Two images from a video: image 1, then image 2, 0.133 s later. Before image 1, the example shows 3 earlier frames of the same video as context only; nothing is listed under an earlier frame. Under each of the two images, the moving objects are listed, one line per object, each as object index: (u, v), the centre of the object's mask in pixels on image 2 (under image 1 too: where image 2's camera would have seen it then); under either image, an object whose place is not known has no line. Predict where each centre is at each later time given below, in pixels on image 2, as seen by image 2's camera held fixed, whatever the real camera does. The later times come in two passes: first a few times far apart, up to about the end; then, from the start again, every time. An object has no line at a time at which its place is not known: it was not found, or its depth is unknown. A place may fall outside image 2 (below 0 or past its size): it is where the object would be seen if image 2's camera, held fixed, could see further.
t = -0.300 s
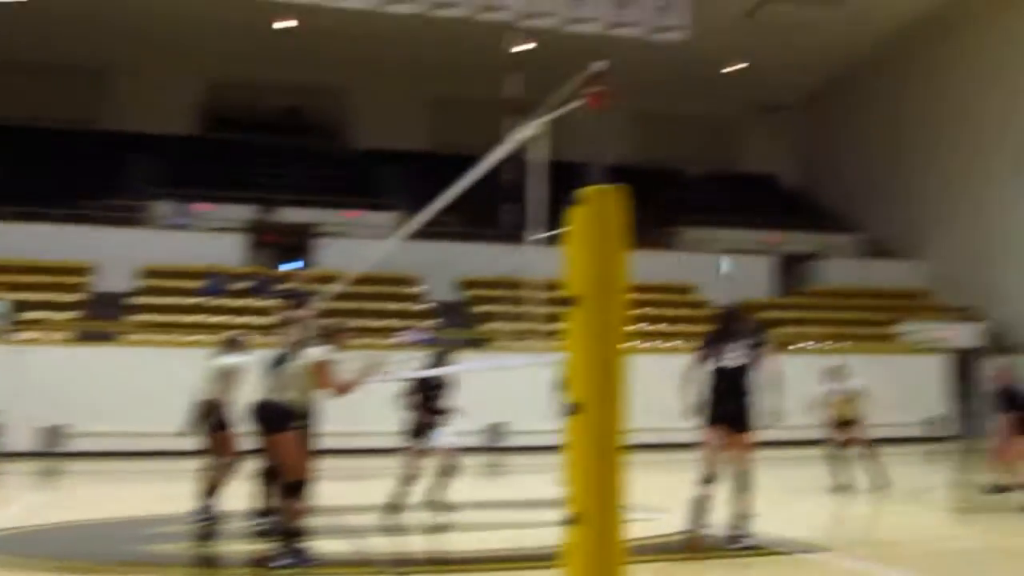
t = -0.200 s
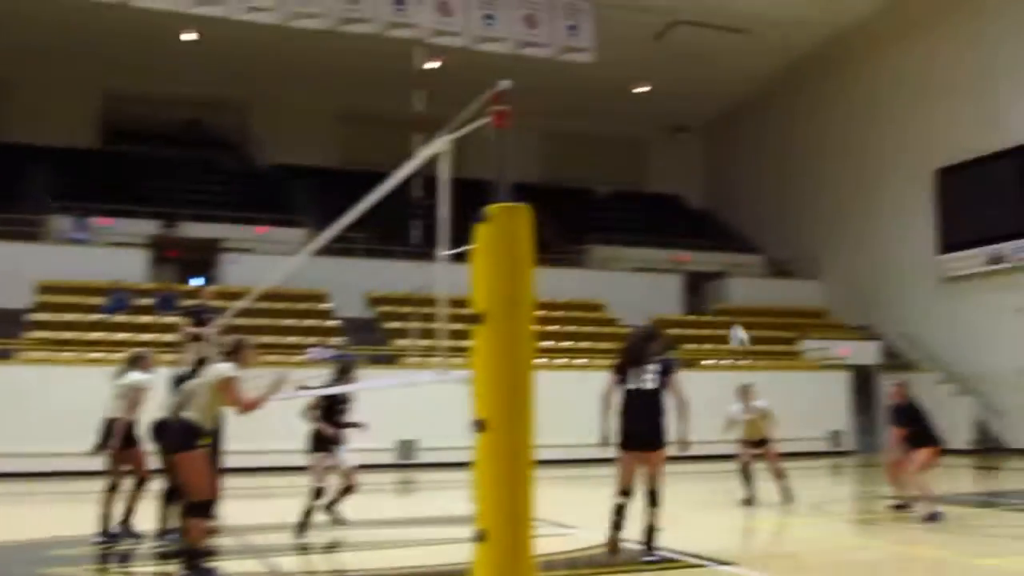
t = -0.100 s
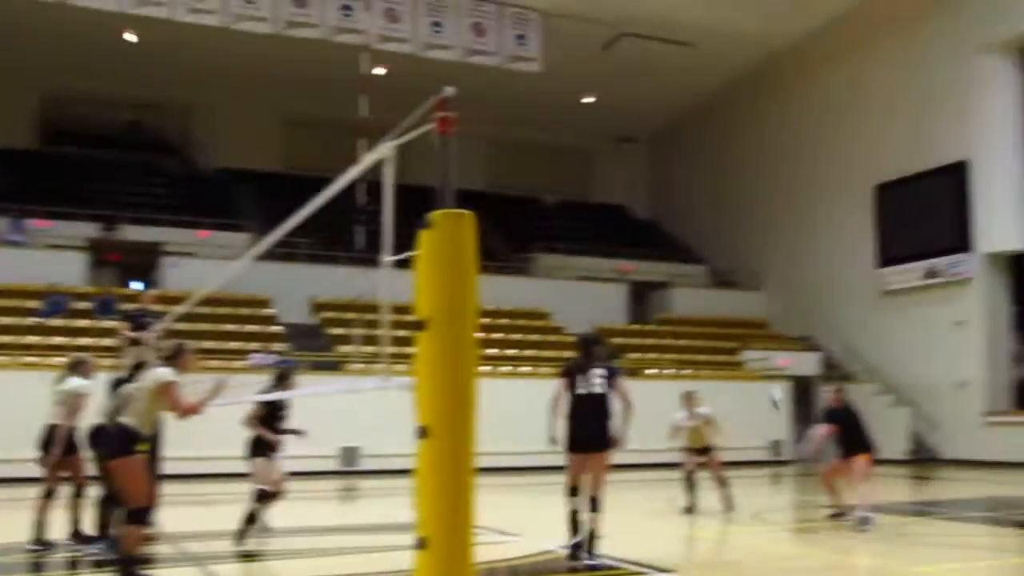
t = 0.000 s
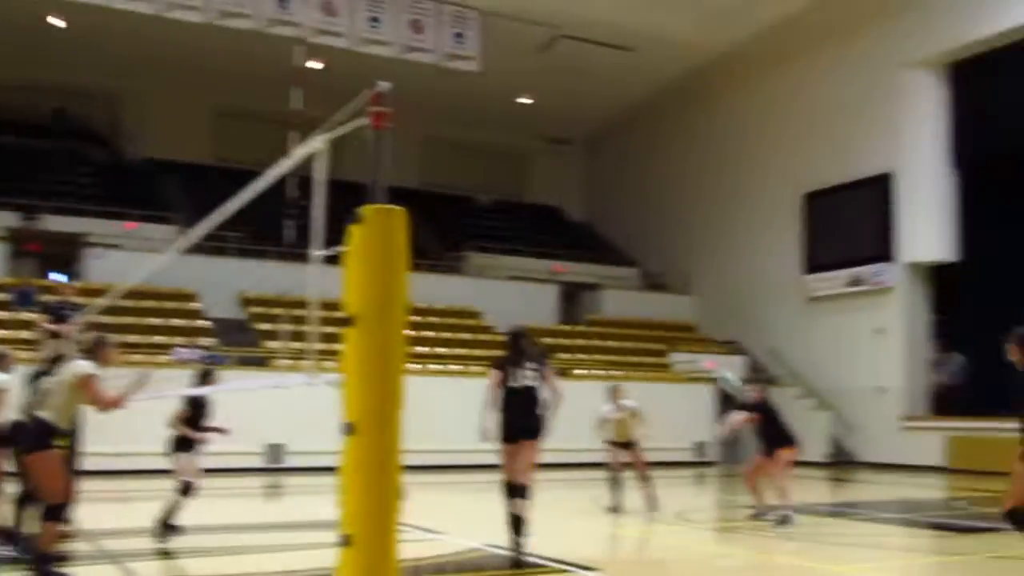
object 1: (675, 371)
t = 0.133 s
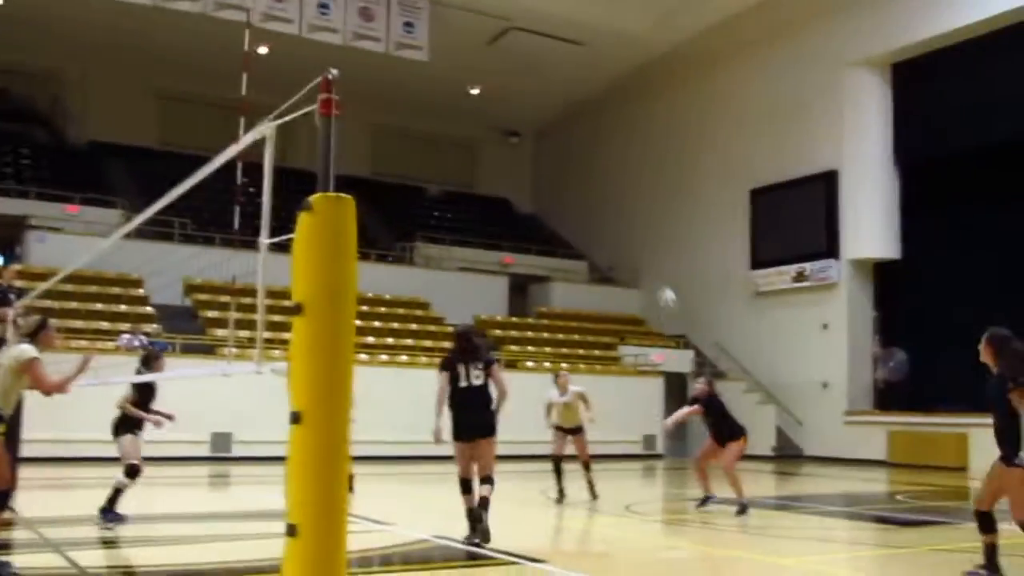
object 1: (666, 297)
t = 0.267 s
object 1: (656, 239)
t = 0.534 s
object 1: (639, 168)
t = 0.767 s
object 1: (625, 154)
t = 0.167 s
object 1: (663, 281)
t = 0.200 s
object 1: (661, 266)
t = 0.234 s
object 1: (659, 253)
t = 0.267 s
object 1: (656, 239)
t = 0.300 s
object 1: (654, 227)
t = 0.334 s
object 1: (652, 216)
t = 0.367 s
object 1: (650, 205)
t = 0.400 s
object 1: (648, 196)
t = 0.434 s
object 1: (645, 187)
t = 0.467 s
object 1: (643, 180)
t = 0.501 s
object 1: (641, 174)
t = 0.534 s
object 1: (639, 168)
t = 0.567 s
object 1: (636, 164)
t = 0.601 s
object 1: (634, 160)
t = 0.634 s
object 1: (632, 157)
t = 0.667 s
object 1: (630, 155)
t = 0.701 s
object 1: (629, 154)
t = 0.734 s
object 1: (627, 154)
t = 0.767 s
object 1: (625, 154)
